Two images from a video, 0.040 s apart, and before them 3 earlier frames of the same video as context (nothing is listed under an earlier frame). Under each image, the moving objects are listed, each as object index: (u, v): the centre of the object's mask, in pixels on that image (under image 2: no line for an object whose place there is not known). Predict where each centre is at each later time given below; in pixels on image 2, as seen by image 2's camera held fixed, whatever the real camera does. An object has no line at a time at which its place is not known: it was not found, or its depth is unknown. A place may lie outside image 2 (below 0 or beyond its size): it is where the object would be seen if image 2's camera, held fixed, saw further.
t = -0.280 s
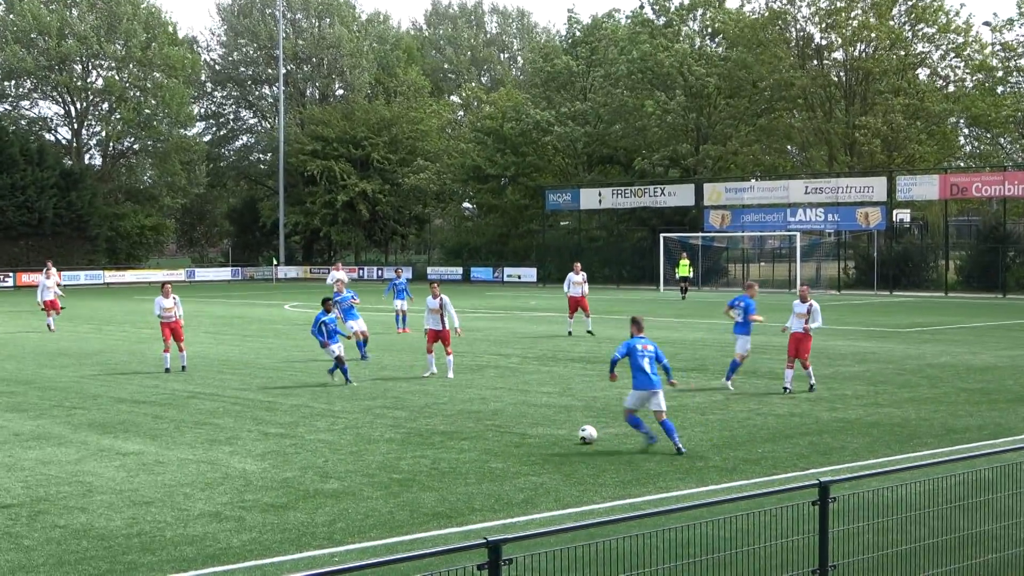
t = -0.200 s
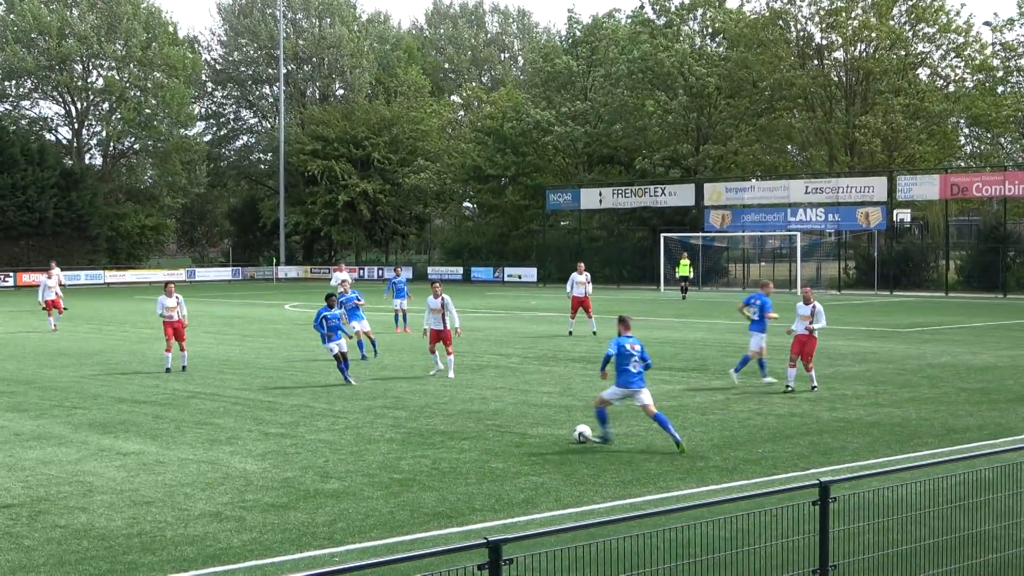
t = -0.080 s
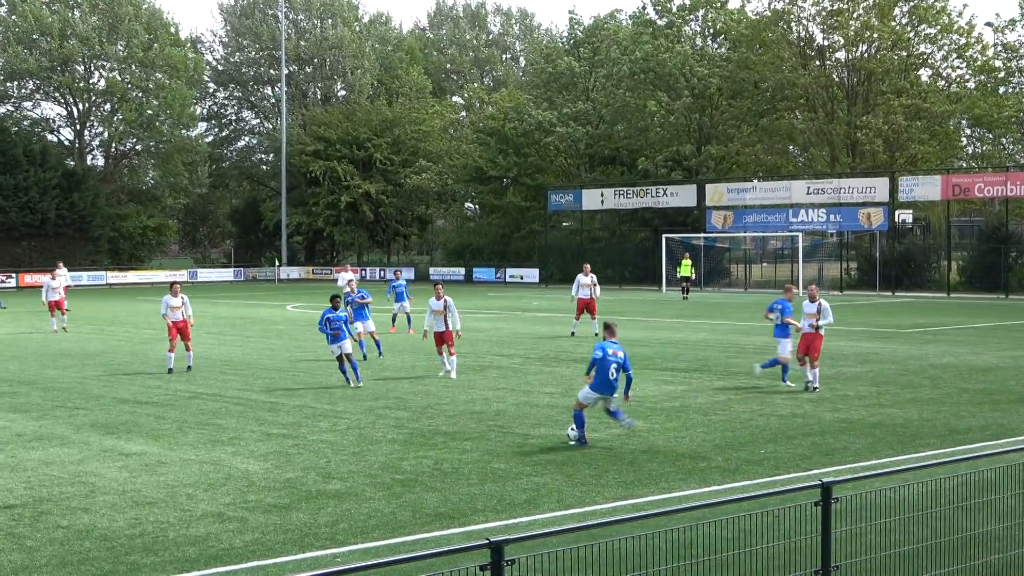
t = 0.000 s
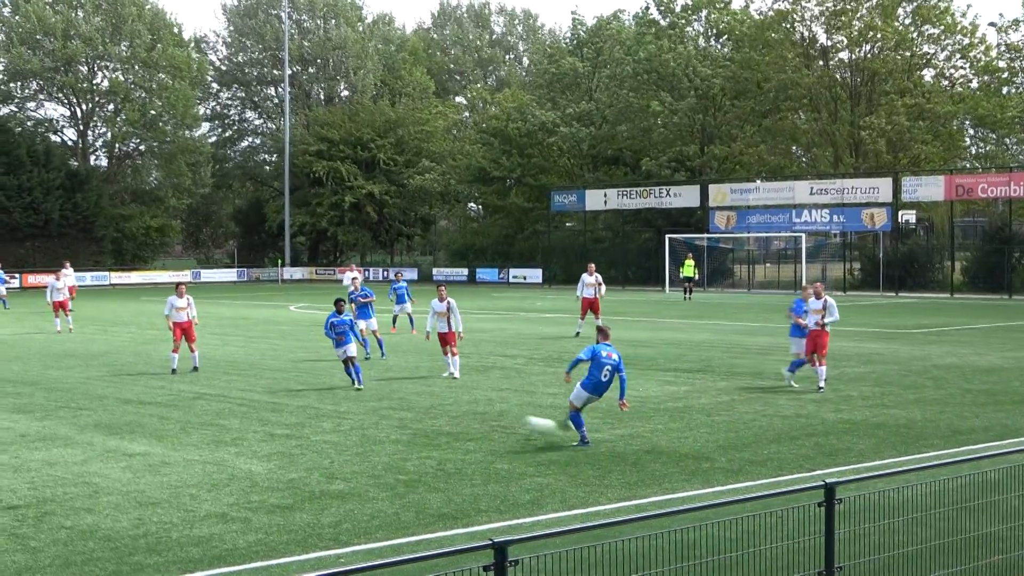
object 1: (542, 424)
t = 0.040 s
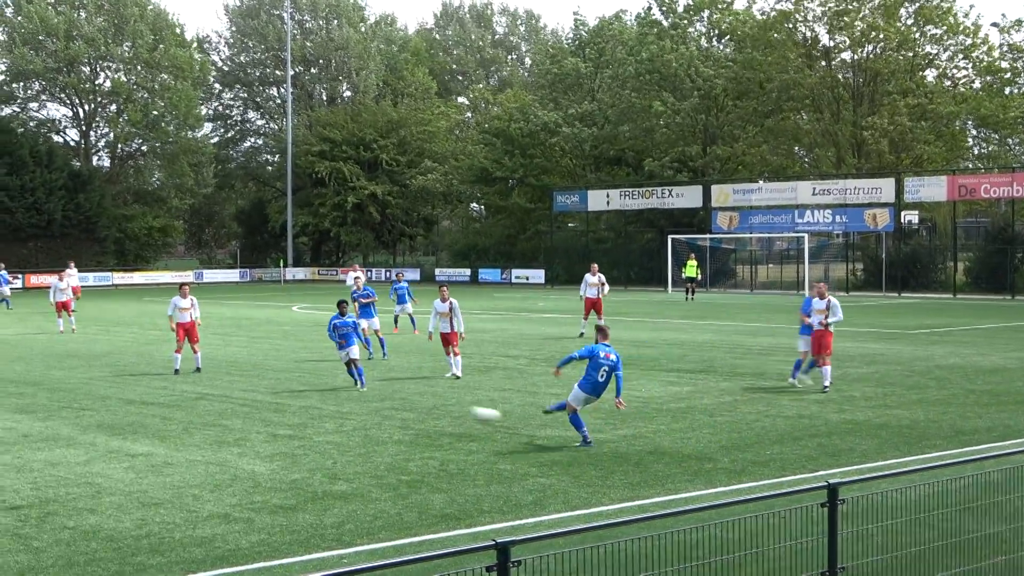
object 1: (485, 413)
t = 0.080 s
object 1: (434, 406)
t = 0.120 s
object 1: (384, 400)
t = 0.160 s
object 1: (339, 397)
